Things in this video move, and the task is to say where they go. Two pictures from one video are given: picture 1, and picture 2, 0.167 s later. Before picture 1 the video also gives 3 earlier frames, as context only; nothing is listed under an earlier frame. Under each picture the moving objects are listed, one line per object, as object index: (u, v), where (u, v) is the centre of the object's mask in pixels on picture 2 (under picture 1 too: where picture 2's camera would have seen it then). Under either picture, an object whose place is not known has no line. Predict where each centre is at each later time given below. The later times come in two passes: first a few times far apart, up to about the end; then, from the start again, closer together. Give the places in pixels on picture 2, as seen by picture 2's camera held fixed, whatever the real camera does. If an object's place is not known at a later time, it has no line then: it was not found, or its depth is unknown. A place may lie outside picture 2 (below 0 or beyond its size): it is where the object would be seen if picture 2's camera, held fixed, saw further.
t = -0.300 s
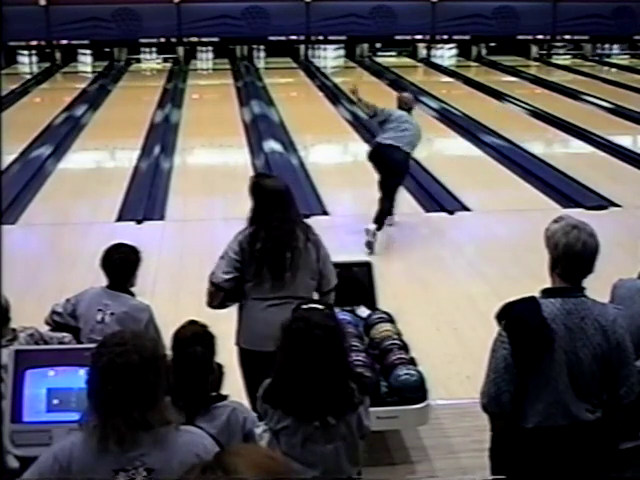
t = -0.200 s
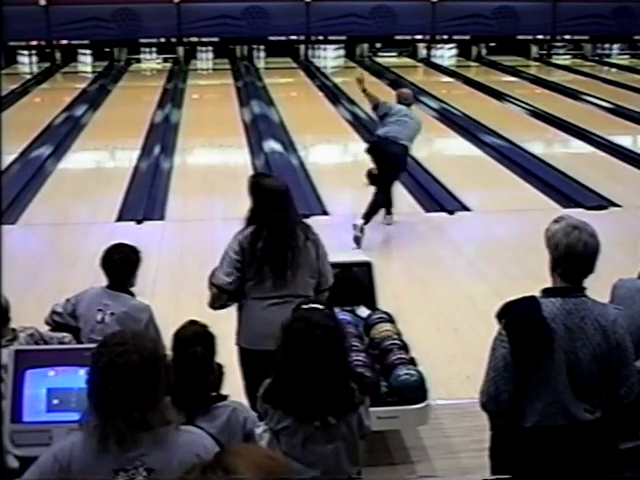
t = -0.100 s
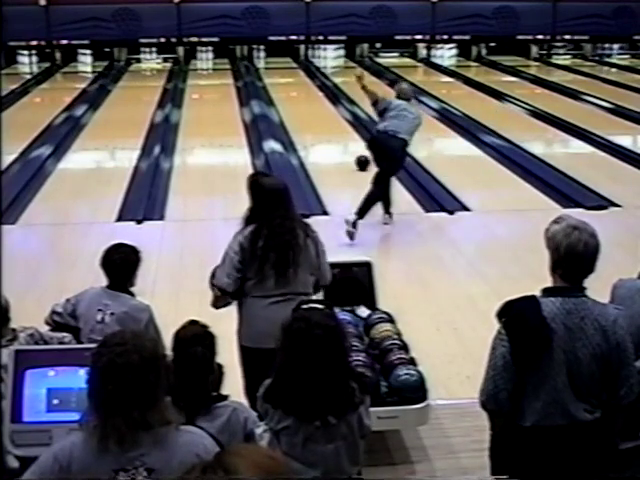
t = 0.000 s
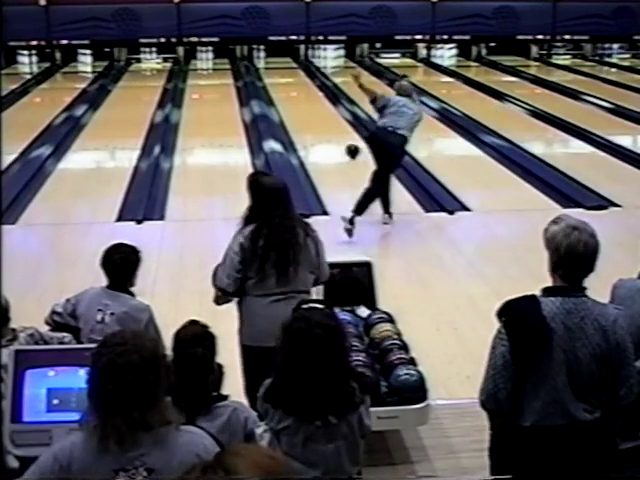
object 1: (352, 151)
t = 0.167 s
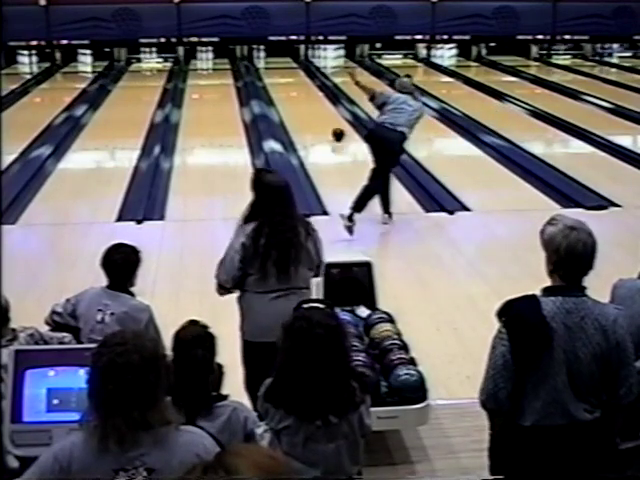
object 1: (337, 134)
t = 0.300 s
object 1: (328, 123)
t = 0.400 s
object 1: (321, 116)
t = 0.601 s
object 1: (309, 103)
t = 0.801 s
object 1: (300, 92)
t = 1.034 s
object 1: (290, 81)
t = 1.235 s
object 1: (282, 74)
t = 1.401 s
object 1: (276, 68)
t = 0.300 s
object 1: (328, 123)
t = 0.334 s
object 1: (325, 121)
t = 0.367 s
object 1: (323, 118)
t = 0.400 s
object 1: (321, 116)
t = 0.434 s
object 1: (319, 114)
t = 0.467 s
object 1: (317, 111)
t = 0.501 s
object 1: (315, 109)
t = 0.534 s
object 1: (313, 107)
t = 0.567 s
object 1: (311, 105)
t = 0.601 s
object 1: (309, 103)
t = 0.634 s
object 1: (308, 101)
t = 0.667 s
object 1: (306, 99)
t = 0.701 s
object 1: (304, 97)
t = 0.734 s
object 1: (303, 95)
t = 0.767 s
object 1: (301, 93)
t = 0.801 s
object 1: (300, 92)
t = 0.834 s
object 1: (298, 90)
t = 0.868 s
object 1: (297, 88)
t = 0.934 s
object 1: (294, 85)
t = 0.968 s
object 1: (292, 84)
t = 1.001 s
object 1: (291, 82)
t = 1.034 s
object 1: (290, 81)
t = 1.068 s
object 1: (288, 80)
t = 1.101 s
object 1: (287, 79)
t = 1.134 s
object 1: (286, 77)
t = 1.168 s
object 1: (285, 76)
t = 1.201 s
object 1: (284, 75)
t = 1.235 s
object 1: (282, 74)
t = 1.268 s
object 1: (281, 73)
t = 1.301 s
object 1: (279, 72)
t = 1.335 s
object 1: (278, 69)
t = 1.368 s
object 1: (278, 69)
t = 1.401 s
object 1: (276, 68)
